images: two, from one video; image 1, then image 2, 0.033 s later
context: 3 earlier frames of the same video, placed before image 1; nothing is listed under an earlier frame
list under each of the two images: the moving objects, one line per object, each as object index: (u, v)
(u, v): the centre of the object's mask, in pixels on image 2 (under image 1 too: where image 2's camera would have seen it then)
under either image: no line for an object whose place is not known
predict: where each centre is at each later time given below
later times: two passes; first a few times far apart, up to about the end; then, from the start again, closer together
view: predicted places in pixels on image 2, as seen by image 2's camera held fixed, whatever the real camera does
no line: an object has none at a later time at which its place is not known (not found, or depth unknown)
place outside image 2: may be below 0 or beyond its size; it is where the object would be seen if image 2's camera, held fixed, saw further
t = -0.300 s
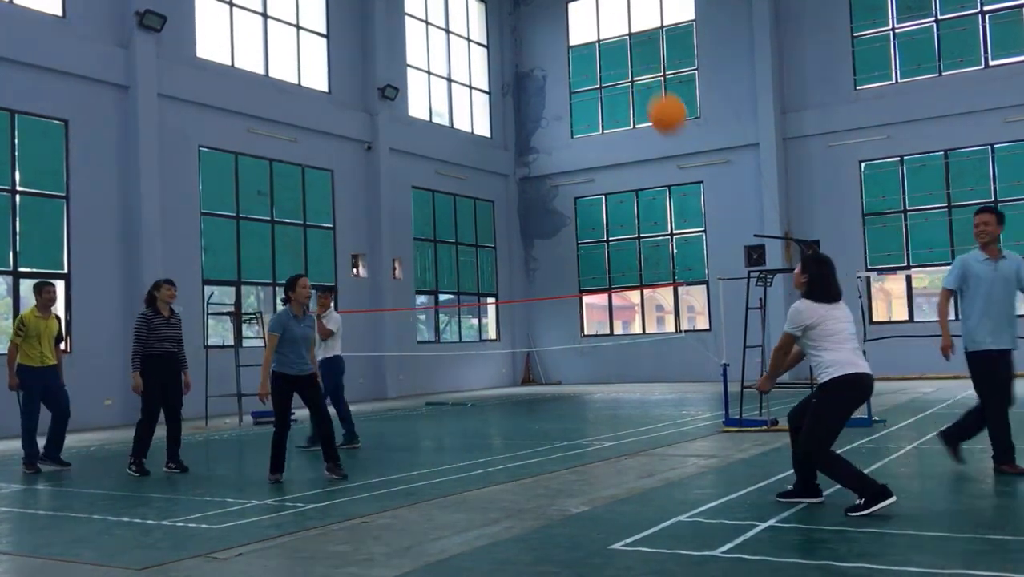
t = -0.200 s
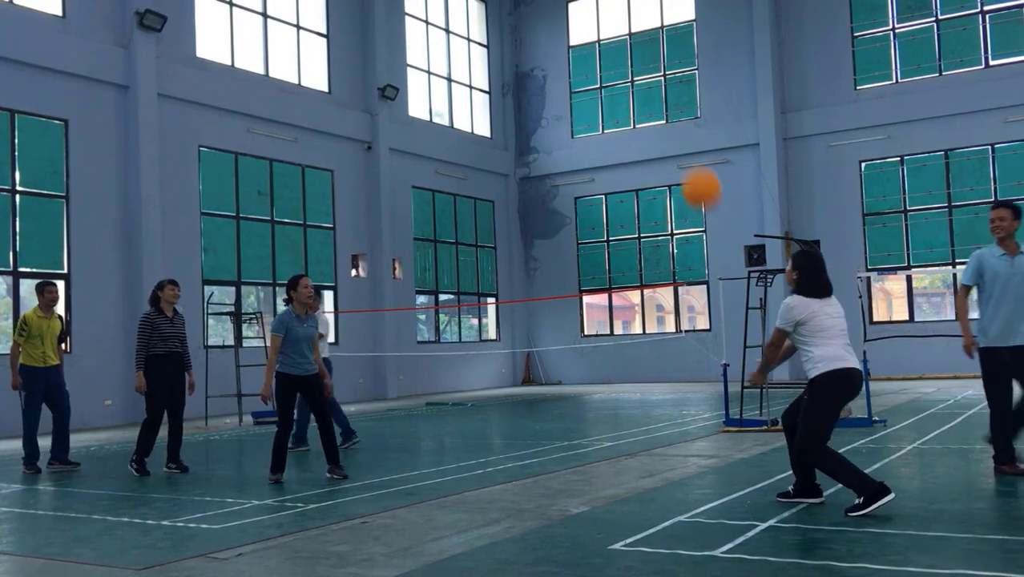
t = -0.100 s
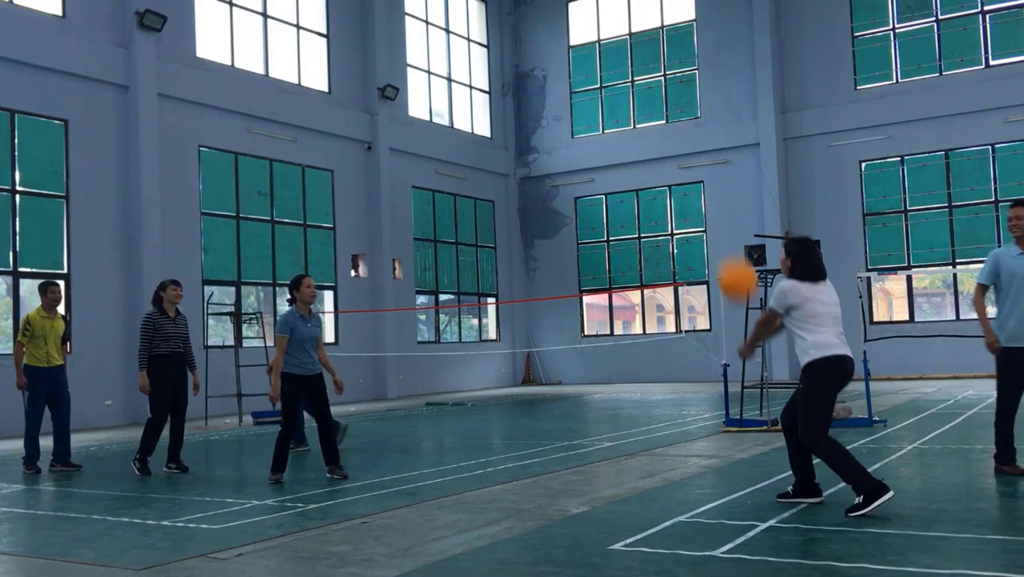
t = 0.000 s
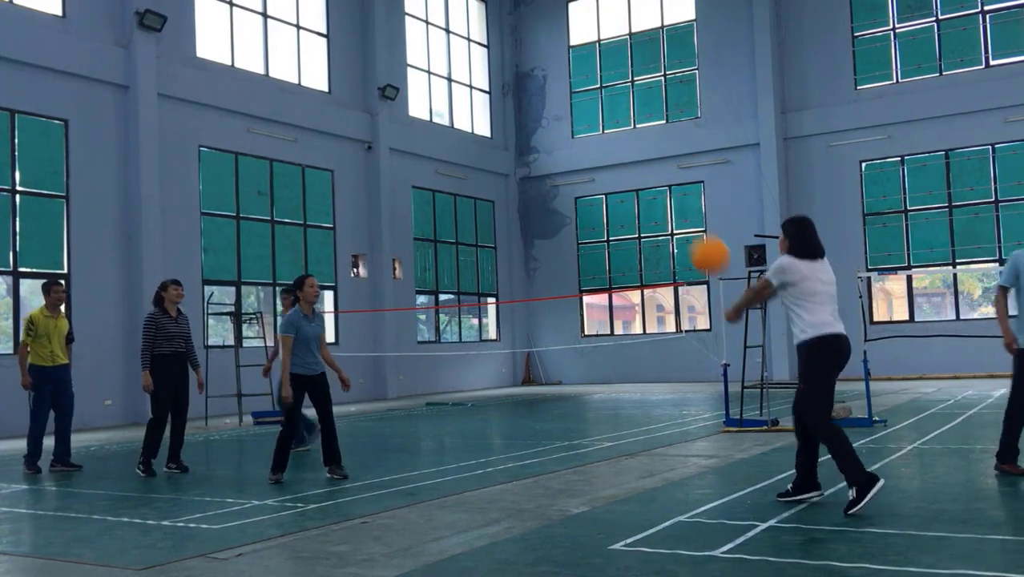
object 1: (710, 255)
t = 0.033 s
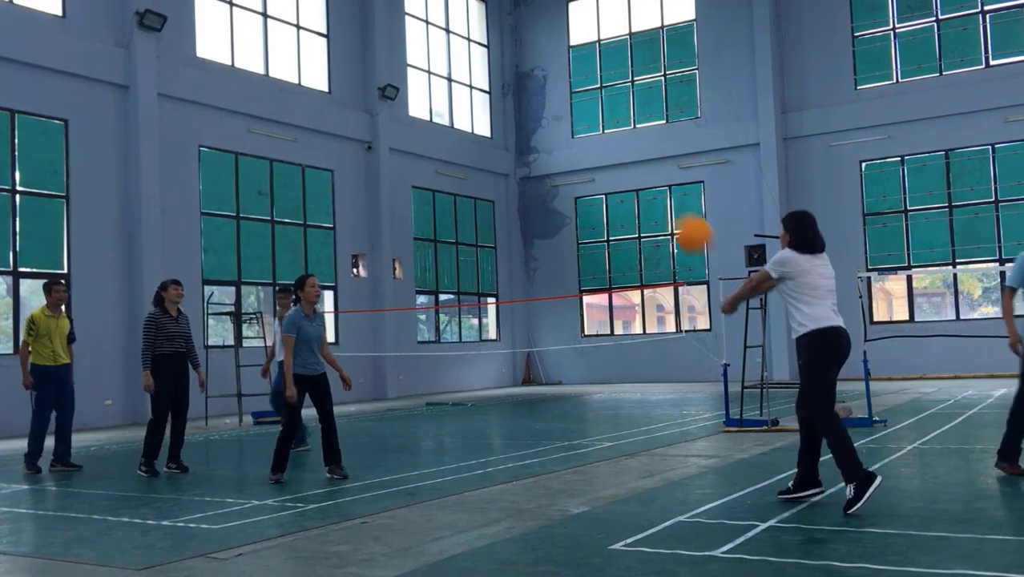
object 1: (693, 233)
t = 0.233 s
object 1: (606, 154)
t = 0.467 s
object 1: (532, 140)
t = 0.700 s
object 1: (474, 193)
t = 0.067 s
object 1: (676, 214)
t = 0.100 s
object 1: (660, 198)
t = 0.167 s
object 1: (632, 173)
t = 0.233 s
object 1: (606, 154)
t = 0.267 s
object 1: (594, 148)
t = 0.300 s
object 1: (583, 142)
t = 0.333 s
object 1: (572, 139)
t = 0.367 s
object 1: (561, 137)
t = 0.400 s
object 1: (550, 137)
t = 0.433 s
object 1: (541, 138)
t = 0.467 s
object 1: (532, 140)
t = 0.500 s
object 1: (523, 145)
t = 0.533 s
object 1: (514, 150)
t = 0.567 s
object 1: (506, 156)
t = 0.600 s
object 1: (498, 163)
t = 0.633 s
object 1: (490, 172)
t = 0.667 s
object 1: (482, 182)
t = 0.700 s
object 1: (474, 193)
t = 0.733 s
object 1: (468, 205)
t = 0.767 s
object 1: (461, 219)
